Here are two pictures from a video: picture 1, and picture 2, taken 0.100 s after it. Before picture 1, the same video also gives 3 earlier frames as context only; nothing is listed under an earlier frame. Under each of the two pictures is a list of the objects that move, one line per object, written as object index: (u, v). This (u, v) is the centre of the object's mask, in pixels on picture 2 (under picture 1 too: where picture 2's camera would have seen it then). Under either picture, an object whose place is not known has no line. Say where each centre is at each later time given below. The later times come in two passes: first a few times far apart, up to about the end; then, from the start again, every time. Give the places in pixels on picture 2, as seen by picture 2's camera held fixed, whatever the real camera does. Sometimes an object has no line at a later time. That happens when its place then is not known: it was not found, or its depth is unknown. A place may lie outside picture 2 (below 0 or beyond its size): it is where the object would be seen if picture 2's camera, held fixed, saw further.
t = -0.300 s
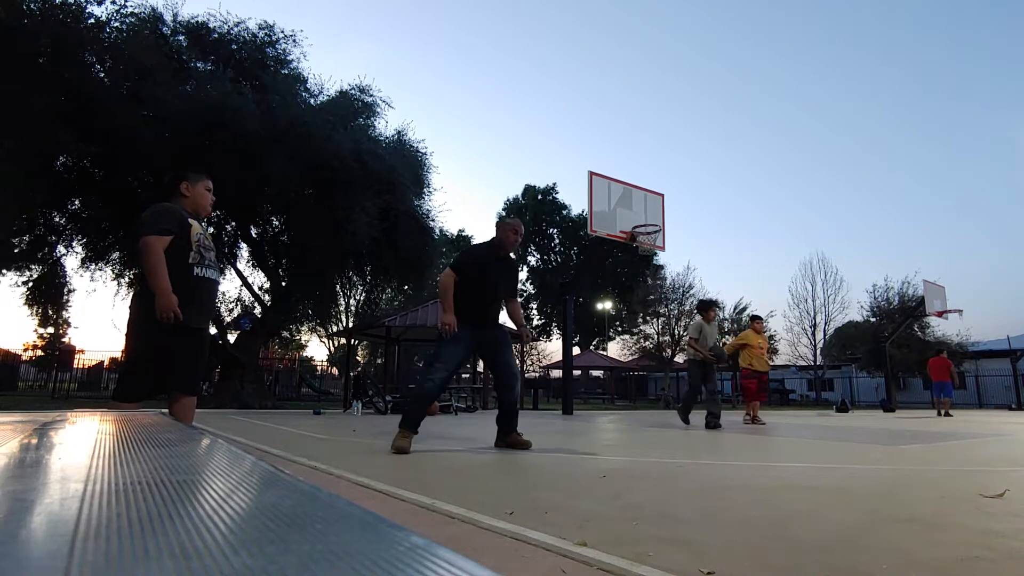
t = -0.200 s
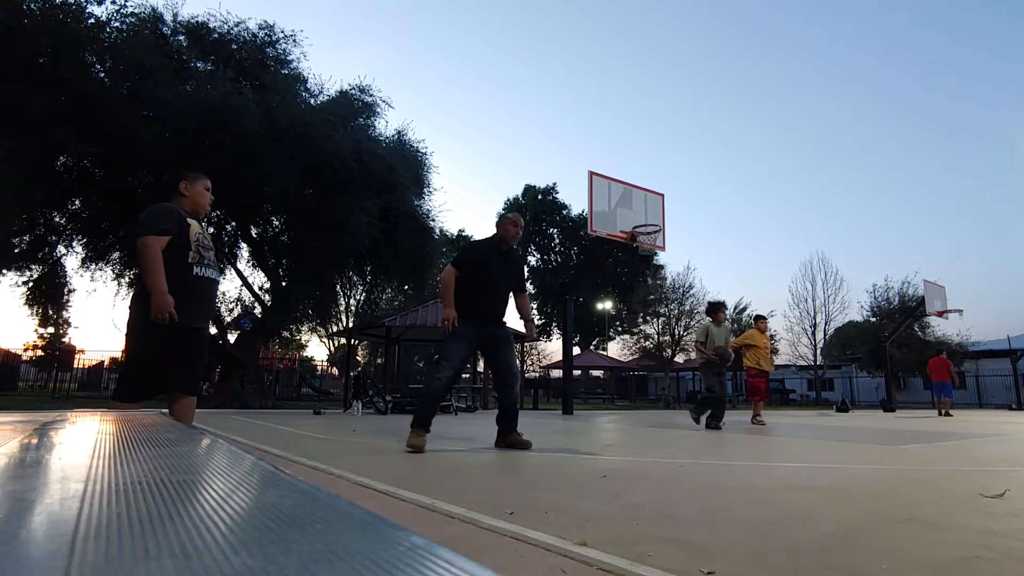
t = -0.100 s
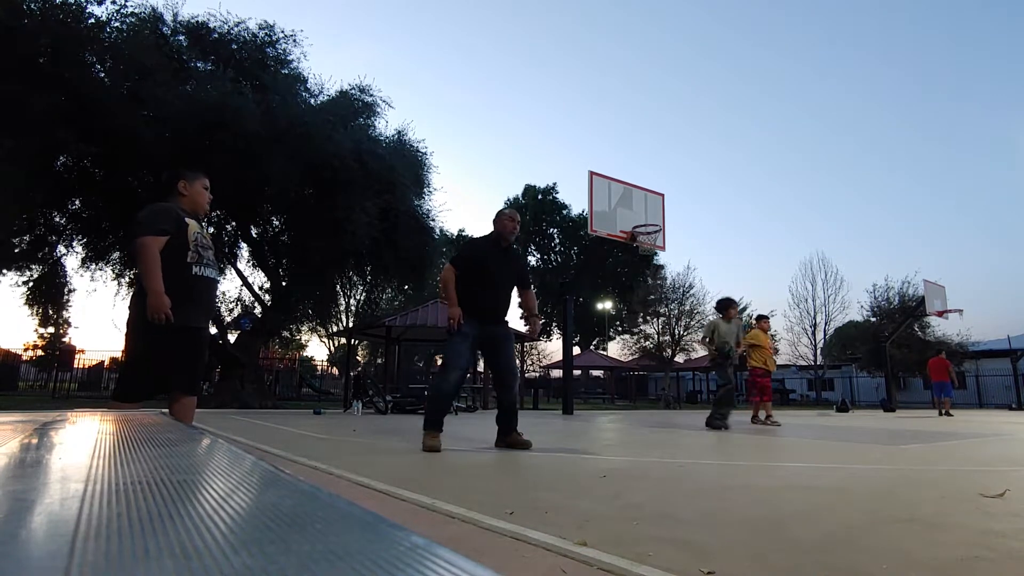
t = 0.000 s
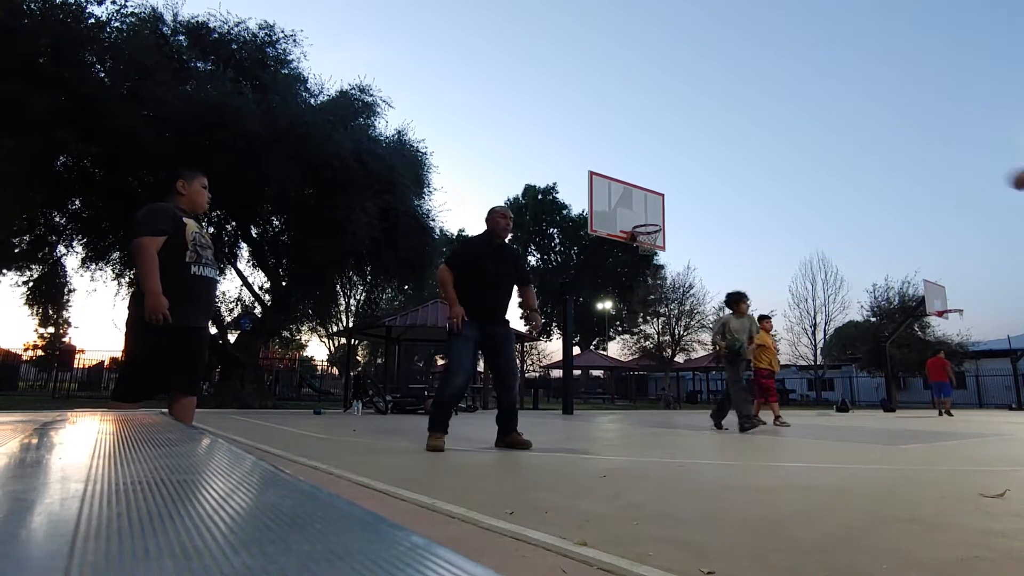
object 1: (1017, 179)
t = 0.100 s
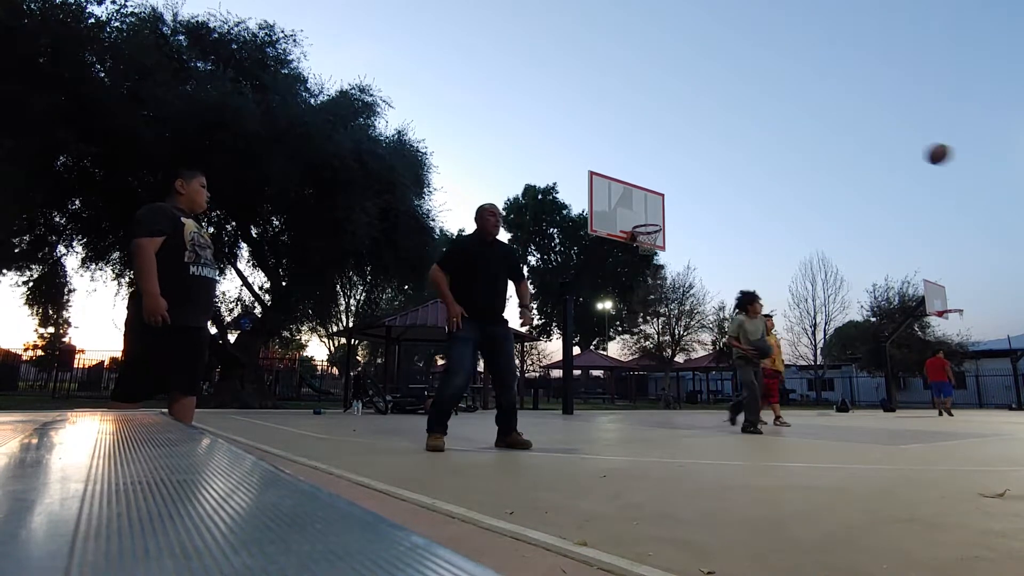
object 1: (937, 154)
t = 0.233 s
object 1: (845, 138)
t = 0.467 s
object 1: (728, 143)
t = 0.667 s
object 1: (652, 169)
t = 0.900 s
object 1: (662, 193)
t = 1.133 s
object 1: (732, 241)
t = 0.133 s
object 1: (912, 148)
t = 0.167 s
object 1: (889, 144)
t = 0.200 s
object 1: (867, 141)
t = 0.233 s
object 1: (845, 138)
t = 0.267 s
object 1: (826, 137)
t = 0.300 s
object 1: (807, 136)
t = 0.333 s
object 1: (790, 136)
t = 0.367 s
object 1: (773, 137)
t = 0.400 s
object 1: (757, 138)
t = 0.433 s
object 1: (742, 140)
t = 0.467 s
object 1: (728, 143)
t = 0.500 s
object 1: (714, 146)
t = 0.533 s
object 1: (700, 150)
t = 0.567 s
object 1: (688, 154)
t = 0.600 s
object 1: (676, 159)
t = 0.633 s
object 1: (664, 164)
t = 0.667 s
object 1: (652, 169)
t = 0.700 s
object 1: (642, 175)
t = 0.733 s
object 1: (631, 182)
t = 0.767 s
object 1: (630, 185)
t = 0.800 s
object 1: (637, 186)
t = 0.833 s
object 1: (645, 188)
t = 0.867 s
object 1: (653, 190)
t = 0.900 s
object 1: (662, 193)
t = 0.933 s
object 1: (671, 197)
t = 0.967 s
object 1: (679, 202)
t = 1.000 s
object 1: (689, 208)
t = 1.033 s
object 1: (699, 214)
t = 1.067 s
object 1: (709, 222)
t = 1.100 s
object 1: (720, 231)
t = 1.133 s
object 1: (732, 241)
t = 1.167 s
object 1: (743, 252)
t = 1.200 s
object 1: (755, 264)
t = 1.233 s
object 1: (769, 278)
